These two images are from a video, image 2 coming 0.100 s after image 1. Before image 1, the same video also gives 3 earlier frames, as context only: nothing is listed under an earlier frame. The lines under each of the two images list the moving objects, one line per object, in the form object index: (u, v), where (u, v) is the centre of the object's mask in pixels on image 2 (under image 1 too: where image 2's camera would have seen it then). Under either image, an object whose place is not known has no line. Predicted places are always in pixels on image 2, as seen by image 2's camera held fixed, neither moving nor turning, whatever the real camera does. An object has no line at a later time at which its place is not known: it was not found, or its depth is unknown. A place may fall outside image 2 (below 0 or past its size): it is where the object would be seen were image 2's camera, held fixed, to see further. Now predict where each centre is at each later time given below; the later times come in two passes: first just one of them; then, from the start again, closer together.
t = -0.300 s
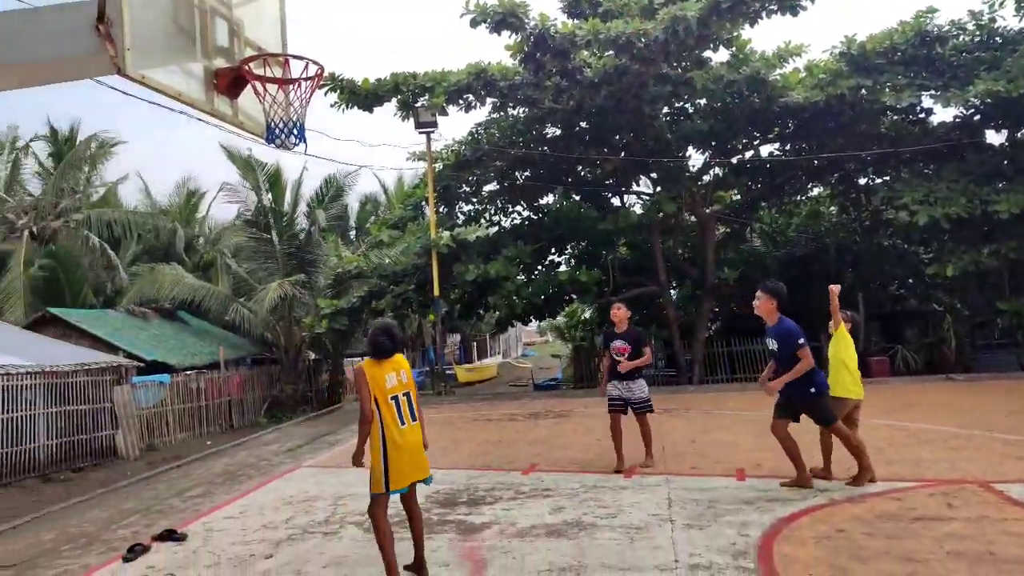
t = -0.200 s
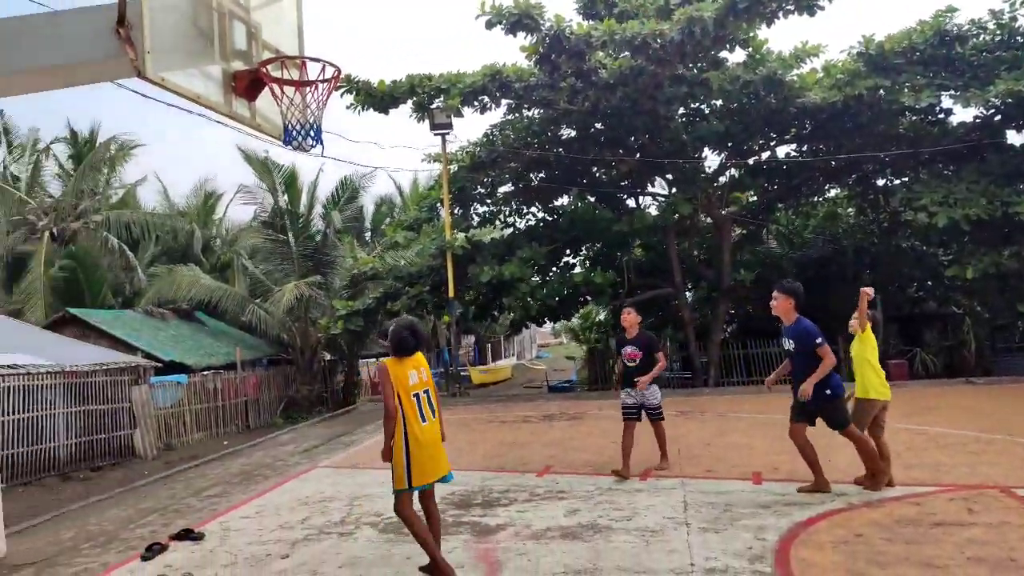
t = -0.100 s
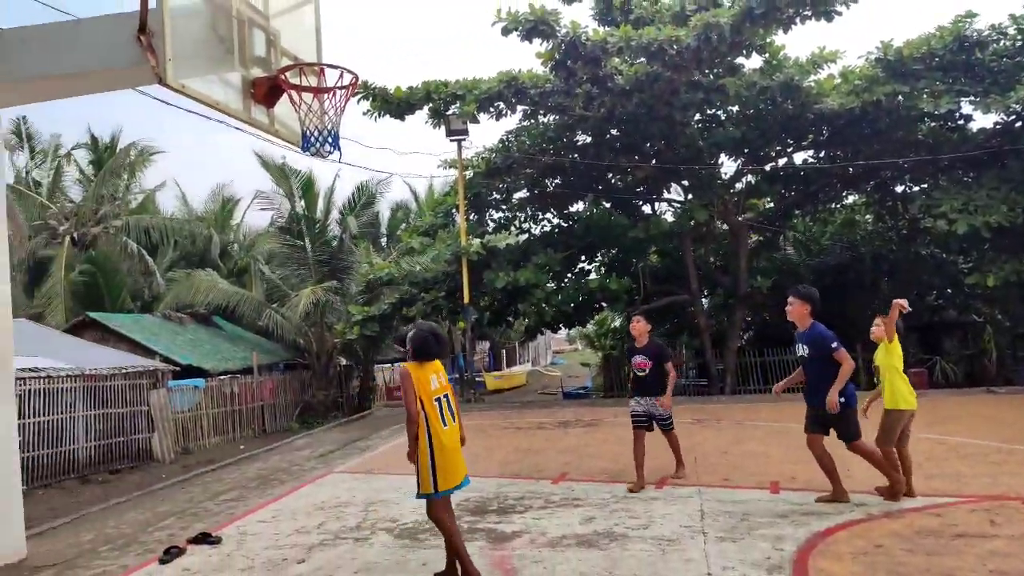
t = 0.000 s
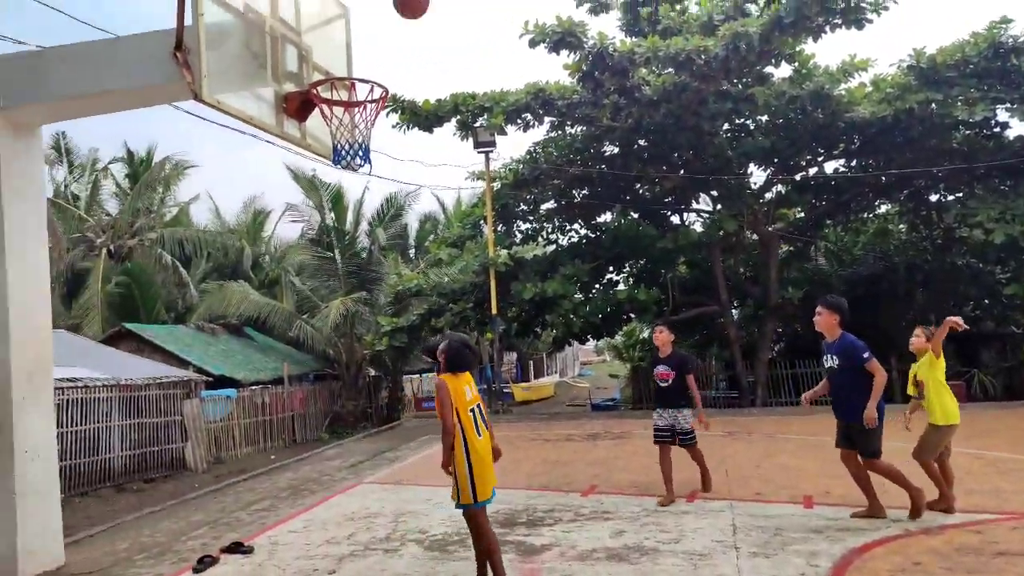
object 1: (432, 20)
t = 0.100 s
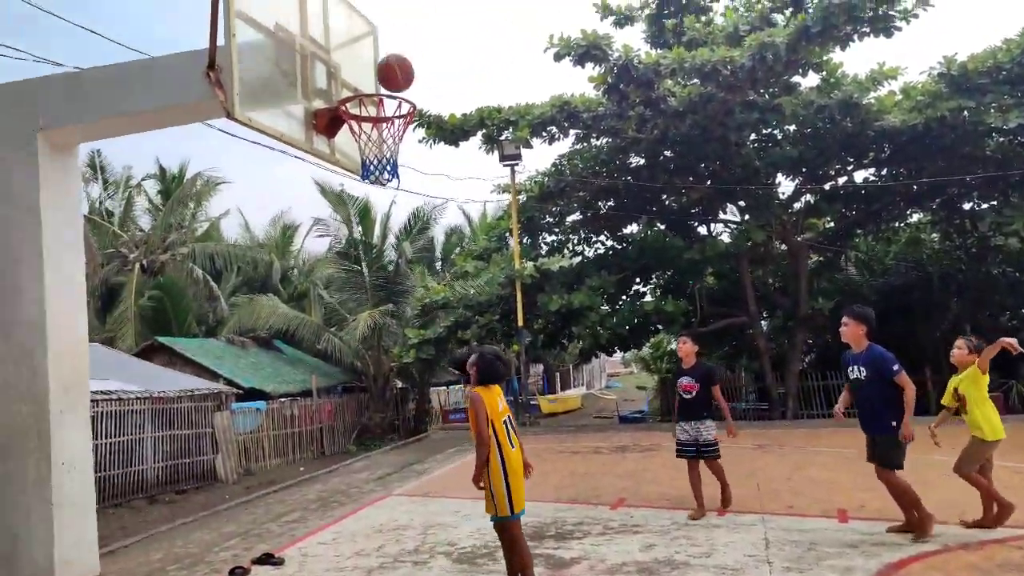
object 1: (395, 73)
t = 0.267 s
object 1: (354, 153)
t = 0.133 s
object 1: (382, 96)
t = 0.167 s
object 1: (370, 121)
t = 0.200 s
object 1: (359, 141)
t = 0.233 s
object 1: (354, 149)
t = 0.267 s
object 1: (354, 153)
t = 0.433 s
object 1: (343, 204)
